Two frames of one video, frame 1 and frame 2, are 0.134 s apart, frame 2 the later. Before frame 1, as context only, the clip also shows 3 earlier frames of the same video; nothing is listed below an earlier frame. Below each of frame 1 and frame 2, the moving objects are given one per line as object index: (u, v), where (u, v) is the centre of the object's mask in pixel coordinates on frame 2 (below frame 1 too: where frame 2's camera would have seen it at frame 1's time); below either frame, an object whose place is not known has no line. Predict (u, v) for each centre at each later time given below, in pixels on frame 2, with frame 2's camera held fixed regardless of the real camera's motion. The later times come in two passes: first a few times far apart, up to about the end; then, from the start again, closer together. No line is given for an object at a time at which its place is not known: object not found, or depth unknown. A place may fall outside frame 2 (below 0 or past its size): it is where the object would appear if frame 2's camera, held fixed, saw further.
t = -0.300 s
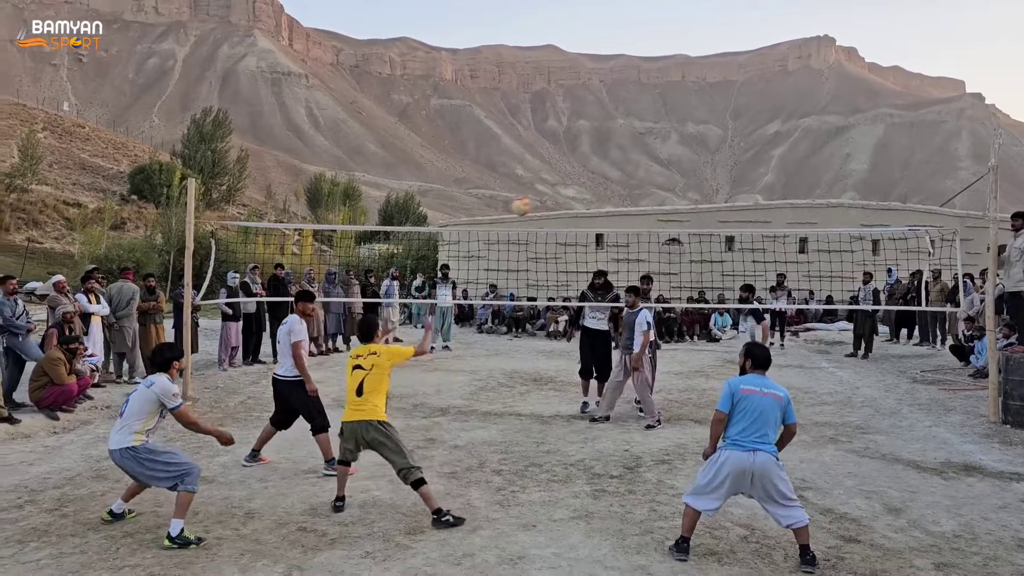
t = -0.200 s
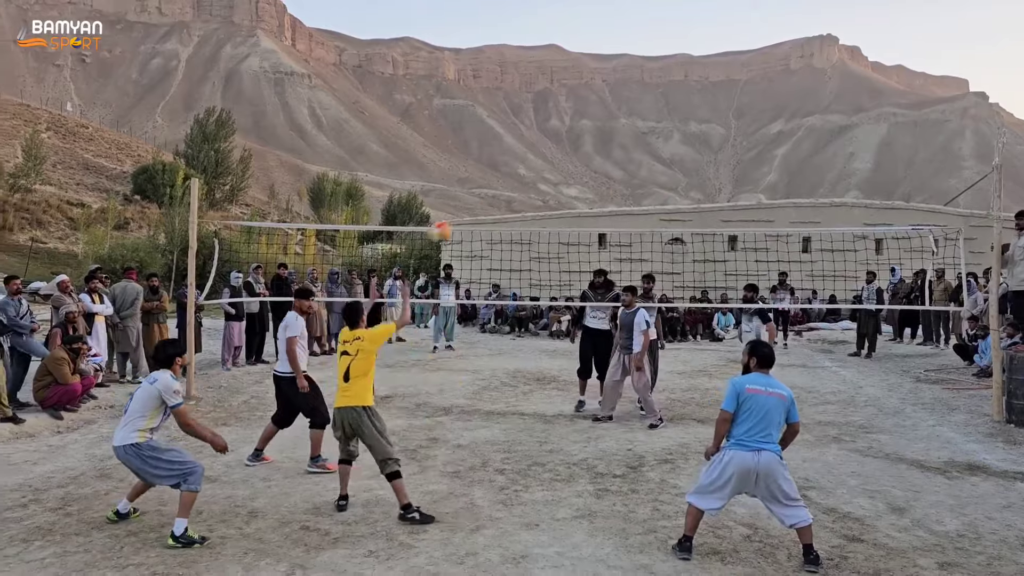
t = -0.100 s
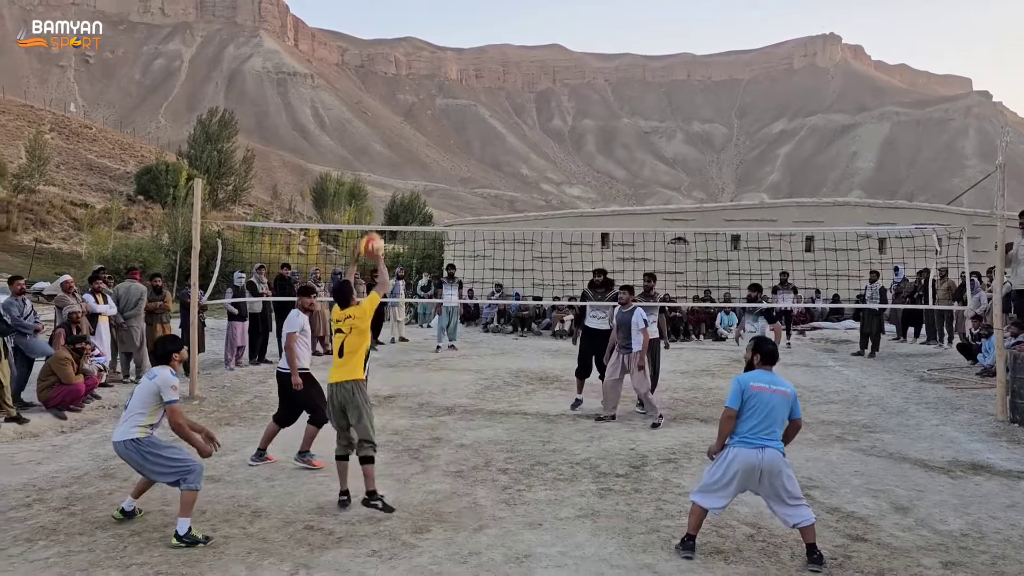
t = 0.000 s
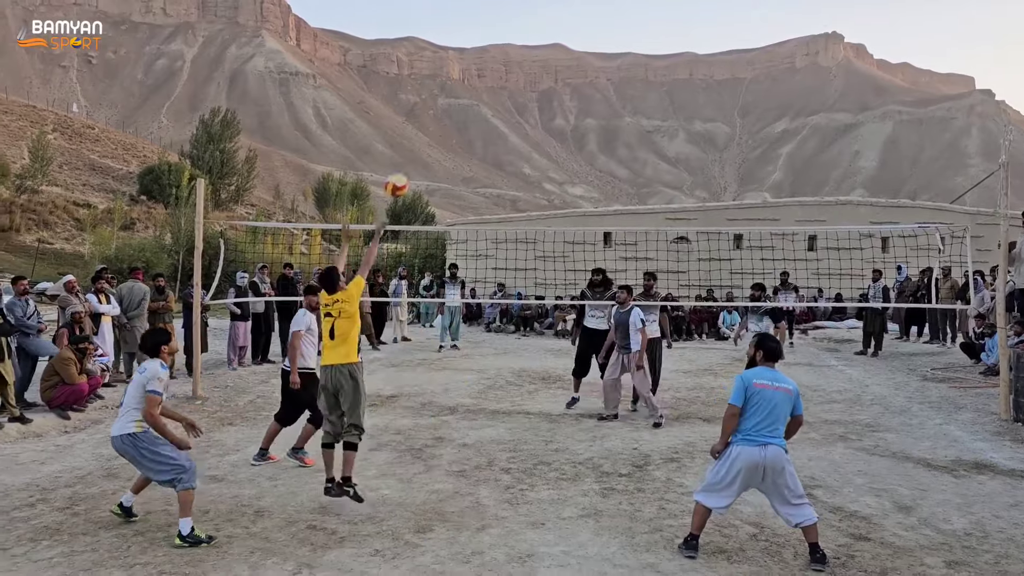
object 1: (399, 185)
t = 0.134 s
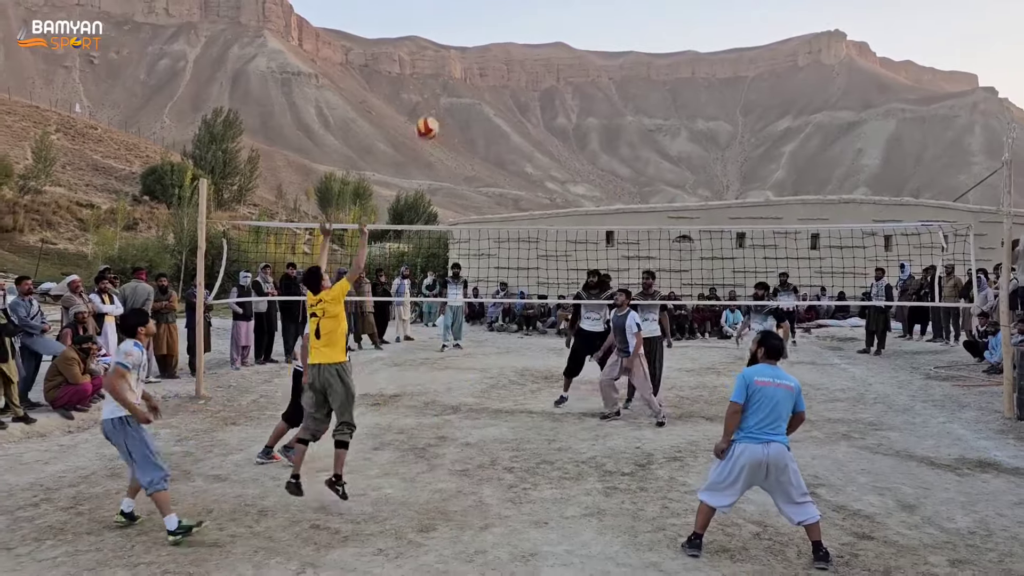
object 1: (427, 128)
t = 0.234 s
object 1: (447, 98)
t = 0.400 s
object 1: (477, 77)
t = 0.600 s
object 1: (510, 88)
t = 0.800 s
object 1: (540, 136)
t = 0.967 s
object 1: (564, 203)
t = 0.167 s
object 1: (434, 117)
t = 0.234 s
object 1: (447, 98)
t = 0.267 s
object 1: (453, 92)
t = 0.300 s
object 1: (460, 86)
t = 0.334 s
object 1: (466, 82)
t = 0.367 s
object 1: (473, 79)
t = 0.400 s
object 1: (477, 77)
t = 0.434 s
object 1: (484, 77)
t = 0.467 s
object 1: (487, 76)
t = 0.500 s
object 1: (494, 77)
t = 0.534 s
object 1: (500, 80)
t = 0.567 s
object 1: (505, 83)
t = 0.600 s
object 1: (510, 88)
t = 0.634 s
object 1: (516, 94)
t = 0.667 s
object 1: (521, 101)
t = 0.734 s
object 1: (531, 117)
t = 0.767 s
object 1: (536, 125)
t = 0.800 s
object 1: (540, 136)
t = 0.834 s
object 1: (545, 147)
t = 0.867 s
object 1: (551, 159)
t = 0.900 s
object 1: (556, 173)
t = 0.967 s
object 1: (564, 203)
